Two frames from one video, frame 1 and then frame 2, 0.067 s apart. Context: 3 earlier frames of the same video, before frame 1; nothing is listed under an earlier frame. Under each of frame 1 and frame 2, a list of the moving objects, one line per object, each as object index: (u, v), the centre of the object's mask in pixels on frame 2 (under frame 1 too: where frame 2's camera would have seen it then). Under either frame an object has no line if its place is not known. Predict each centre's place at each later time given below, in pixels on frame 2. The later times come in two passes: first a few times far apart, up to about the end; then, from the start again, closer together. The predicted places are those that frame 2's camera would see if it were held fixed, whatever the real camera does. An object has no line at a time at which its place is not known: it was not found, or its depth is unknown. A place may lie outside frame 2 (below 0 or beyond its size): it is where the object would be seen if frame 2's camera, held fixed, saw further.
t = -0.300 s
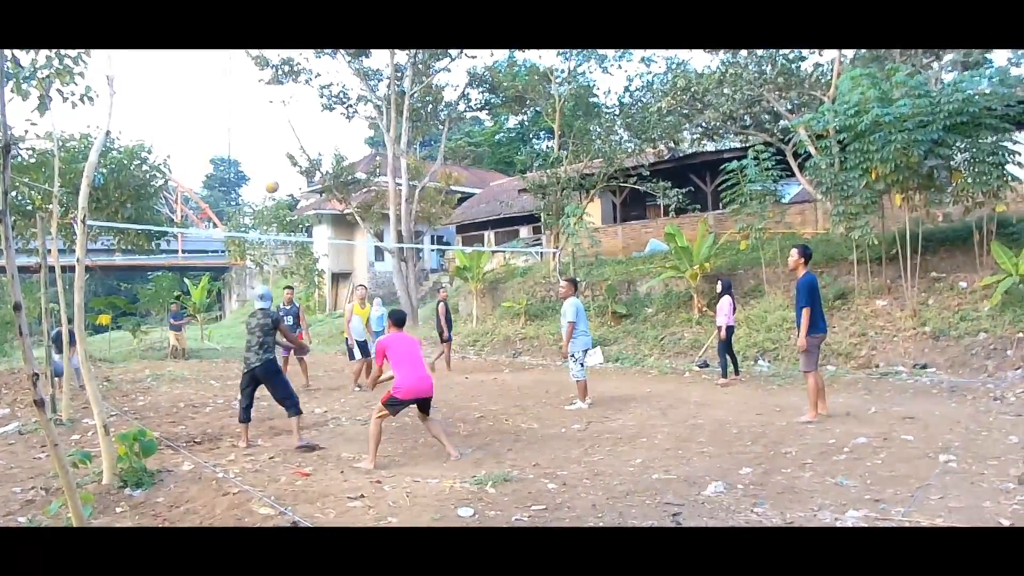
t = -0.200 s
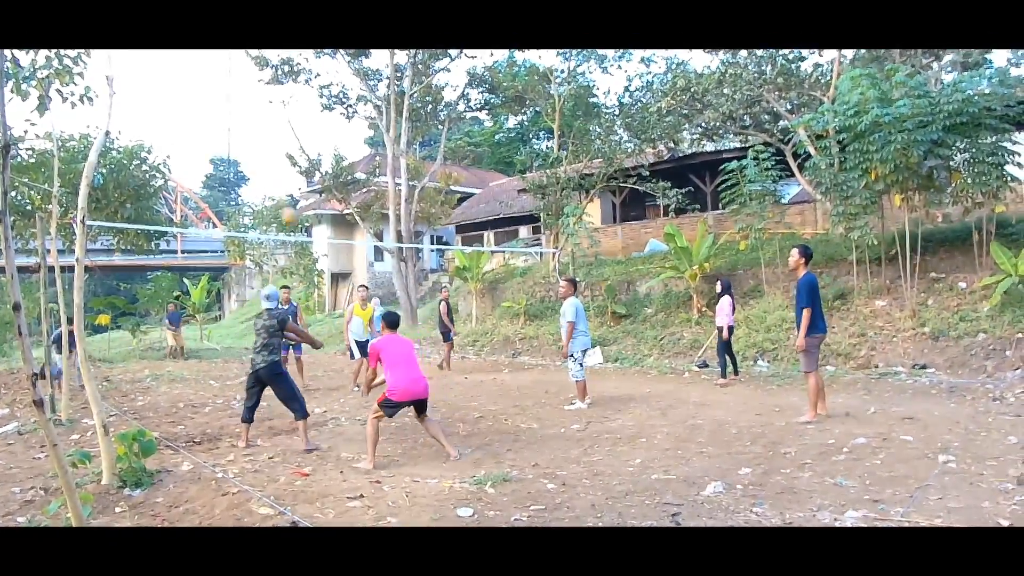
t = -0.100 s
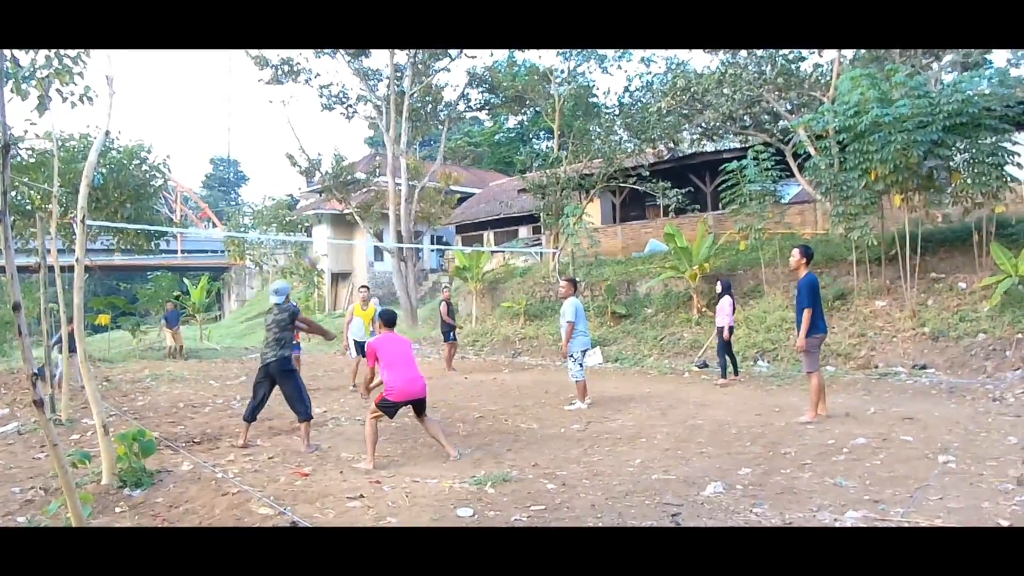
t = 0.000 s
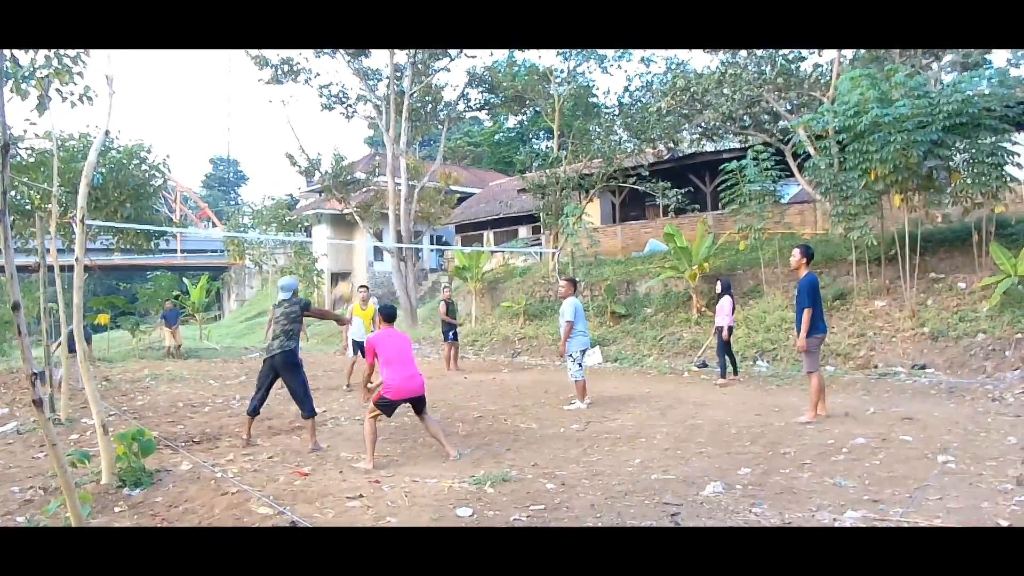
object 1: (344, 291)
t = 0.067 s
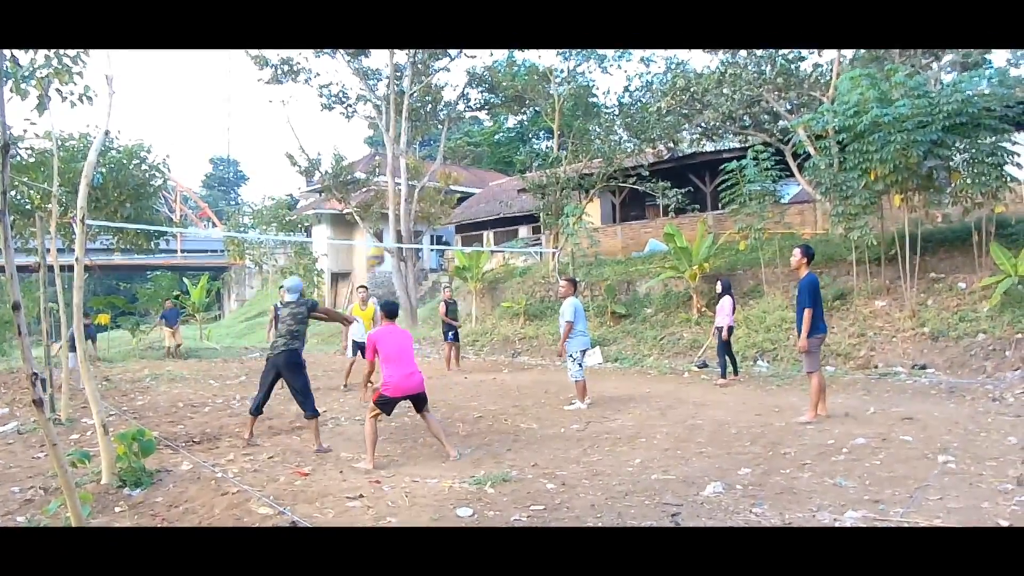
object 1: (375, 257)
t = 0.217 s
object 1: (446, 187)
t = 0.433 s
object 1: (553, 131)
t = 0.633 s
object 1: (651, 119)
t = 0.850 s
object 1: (756, 154)
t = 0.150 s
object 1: (417, 211)
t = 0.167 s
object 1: (424, 206)
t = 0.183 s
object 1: (432, 200)
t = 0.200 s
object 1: (438, 195)
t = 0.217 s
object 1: (446, 187)
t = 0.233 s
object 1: (455, 182)
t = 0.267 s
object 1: (471, 171)
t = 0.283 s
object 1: (479, 165)
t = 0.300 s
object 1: (488, 160)
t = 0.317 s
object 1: (496, 154)
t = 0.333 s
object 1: (505, 151)
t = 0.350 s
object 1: (512, 147)
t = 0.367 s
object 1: (519, 144)
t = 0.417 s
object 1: (543, 133)
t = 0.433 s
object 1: (553, 131)
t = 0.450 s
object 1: (560, 127)
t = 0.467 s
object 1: (569, 126)
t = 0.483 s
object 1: (577, 123)
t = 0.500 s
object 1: (585, 122)
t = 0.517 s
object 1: (592, 121)
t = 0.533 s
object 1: (600, 121)
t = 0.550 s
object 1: (608, 119)
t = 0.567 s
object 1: (616, 120)
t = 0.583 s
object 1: (625, 119)
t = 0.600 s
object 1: (634, 119)
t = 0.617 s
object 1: (643, 118)
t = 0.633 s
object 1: (651, 119)
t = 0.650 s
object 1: (660, 120)
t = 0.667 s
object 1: (667, 122)
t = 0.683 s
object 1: (674, 124)
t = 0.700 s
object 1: (682, 126)
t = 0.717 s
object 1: (689, 127)
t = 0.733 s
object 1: (697, 130)
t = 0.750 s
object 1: (707, 132)
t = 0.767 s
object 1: (716, 135)
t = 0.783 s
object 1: (723, 137)
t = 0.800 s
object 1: (734, 141)
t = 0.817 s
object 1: (741, 146)
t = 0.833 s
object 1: (749, 151)
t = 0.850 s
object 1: (756, 154)
